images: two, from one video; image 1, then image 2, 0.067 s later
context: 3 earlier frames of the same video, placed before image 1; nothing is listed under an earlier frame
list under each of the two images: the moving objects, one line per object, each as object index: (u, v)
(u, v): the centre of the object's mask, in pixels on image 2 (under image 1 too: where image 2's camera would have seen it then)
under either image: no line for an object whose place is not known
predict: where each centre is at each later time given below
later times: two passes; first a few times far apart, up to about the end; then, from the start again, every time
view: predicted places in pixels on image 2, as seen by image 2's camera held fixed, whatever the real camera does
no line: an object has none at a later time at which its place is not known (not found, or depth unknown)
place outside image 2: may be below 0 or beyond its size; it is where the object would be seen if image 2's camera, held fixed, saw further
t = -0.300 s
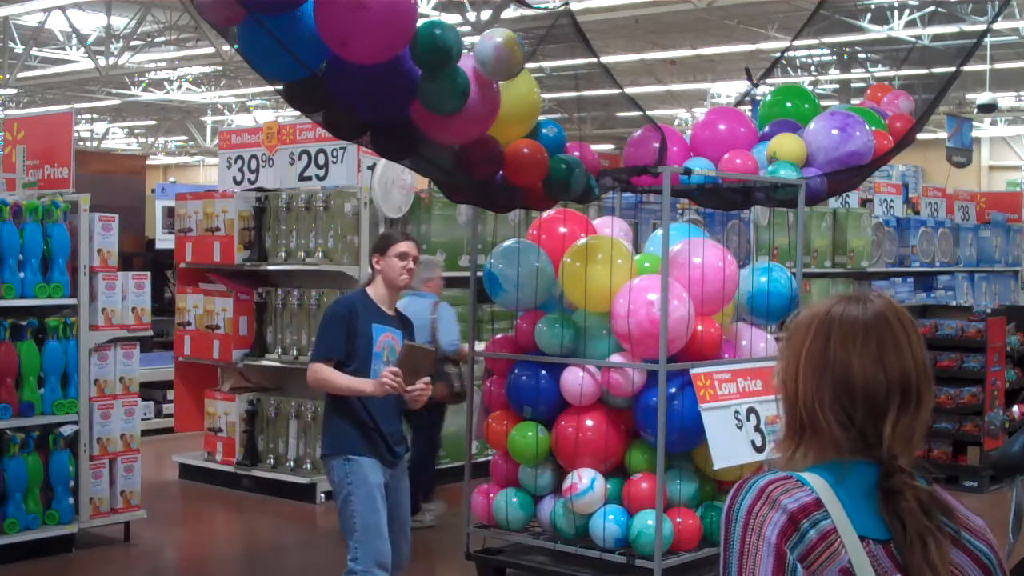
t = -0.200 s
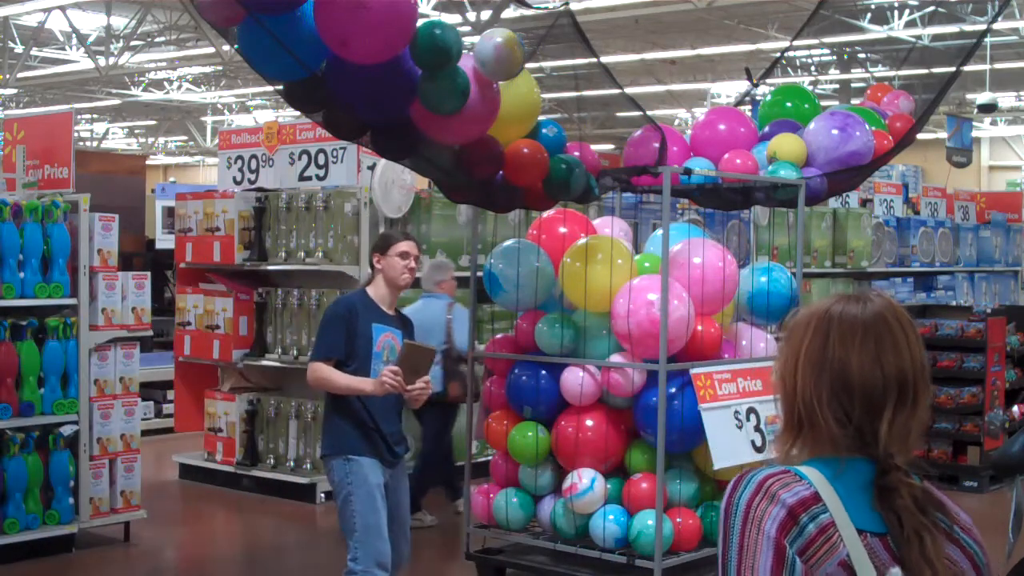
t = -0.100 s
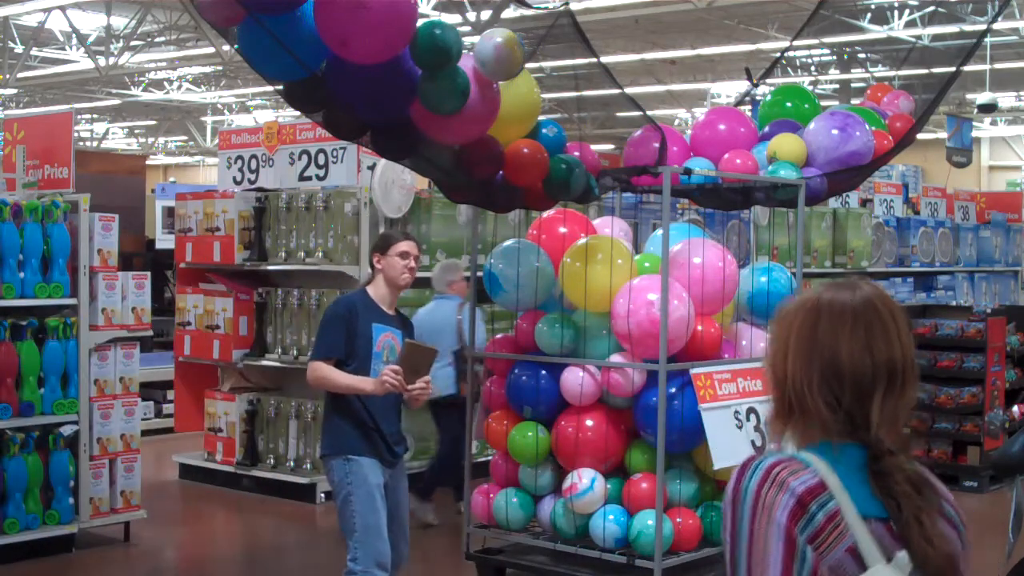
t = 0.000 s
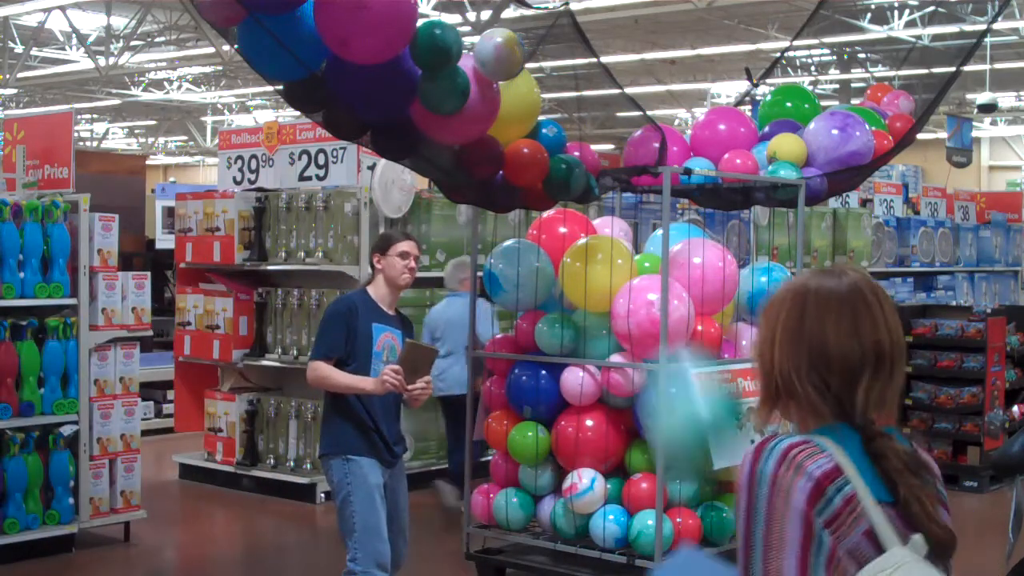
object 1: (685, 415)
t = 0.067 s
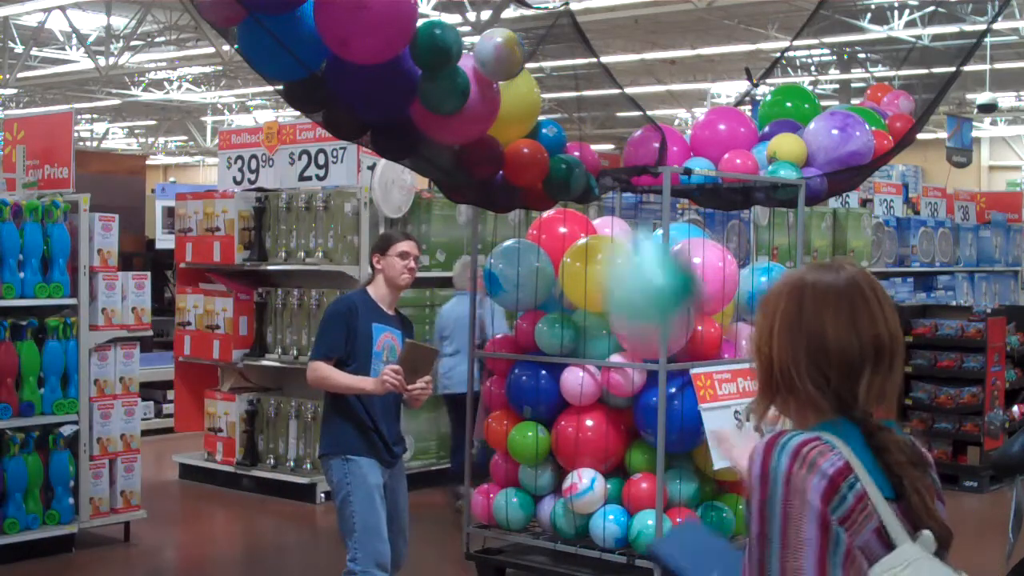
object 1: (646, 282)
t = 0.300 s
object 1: (526, 78)
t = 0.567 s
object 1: (427, 126)
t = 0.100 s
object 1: (626, 230)
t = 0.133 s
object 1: (611, 193)
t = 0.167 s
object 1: (590, 156)
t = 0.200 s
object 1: (575, 131)
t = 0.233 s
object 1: (558, 106)
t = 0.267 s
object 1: (541, 89)
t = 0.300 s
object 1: (526, 78)
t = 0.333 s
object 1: (512, 70)
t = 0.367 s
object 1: (497, 68)
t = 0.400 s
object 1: (484, 68)
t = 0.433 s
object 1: (471, 75)
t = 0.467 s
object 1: (459, 83)
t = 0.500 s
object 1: (448, 94)
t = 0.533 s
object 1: (437, 109)
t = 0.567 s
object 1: (427, 126)
